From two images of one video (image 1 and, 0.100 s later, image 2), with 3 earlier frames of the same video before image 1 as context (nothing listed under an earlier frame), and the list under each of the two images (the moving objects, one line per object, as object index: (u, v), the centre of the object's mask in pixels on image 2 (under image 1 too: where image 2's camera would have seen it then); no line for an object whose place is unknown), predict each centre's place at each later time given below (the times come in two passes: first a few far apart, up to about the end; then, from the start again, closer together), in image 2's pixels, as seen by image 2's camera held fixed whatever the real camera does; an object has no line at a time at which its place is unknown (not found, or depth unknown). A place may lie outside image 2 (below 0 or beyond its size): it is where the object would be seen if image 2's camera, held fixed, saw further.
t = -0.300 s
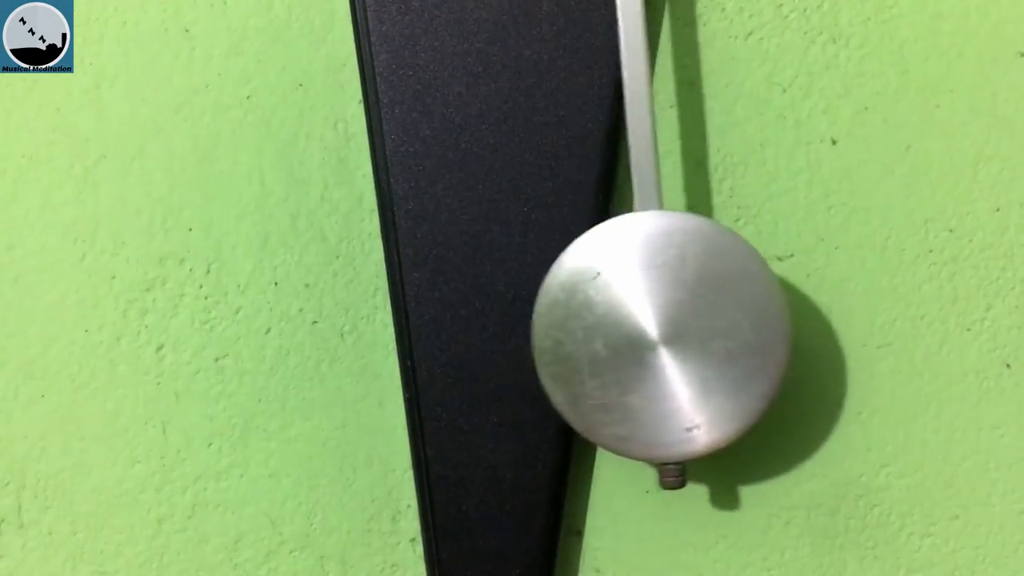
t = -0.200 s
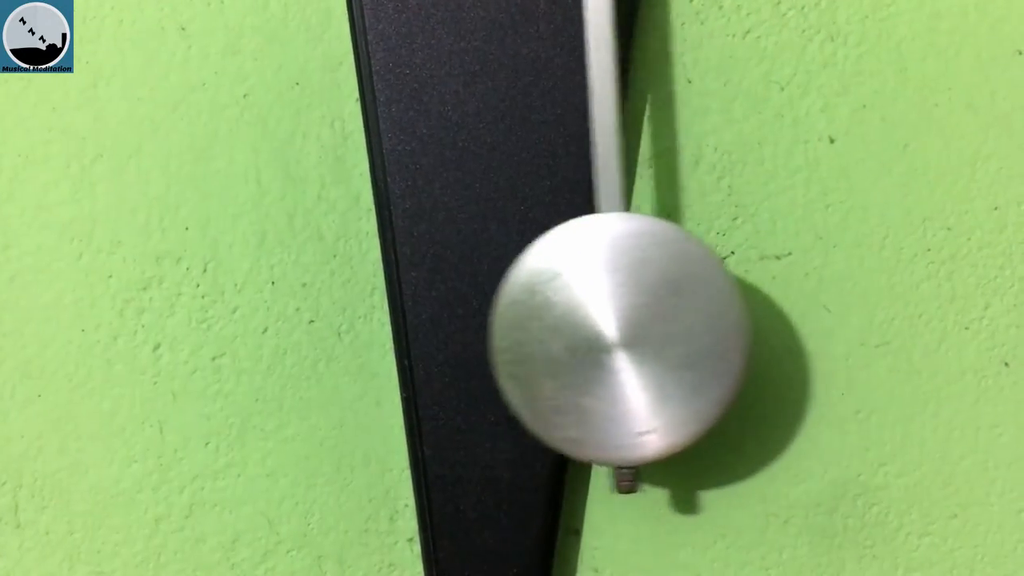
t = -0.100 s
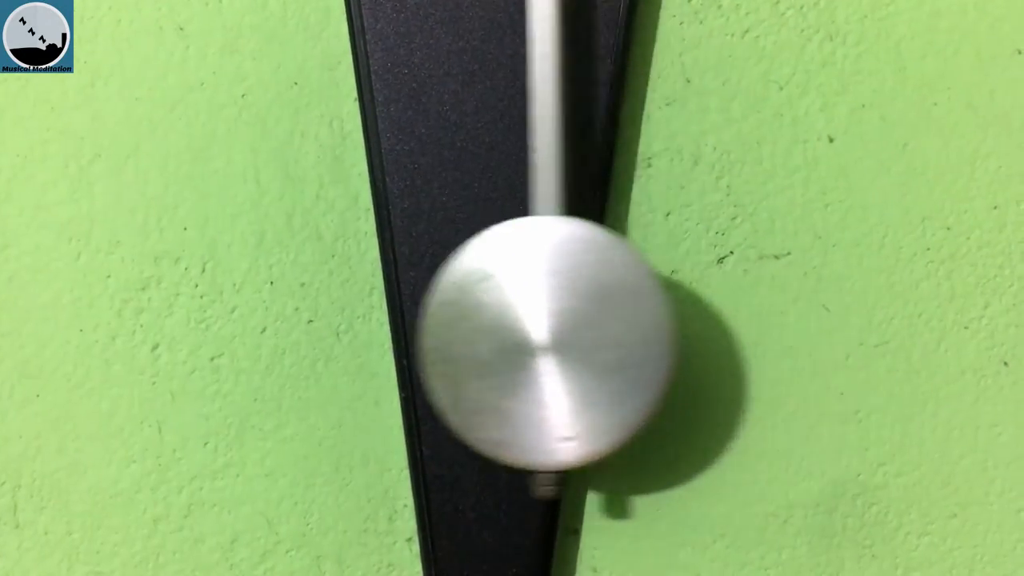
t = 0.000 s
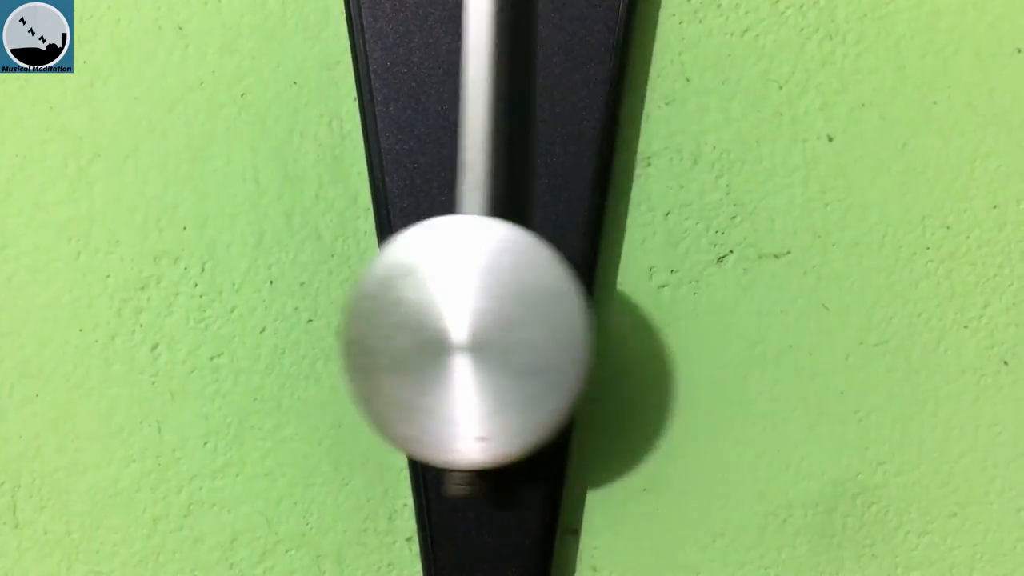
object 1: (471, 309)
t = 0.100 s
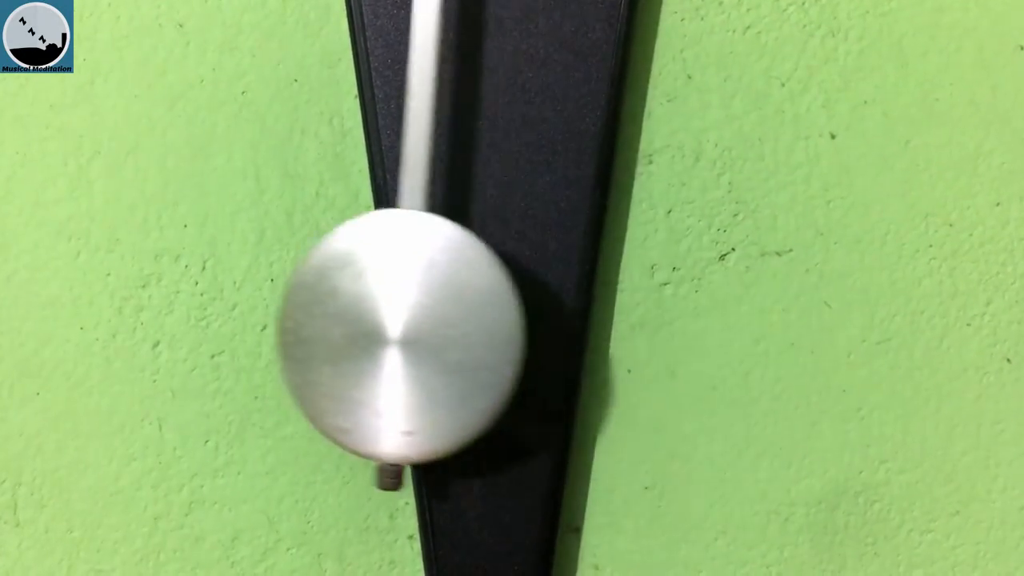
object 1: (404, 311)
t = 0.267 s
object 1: (368, 310)
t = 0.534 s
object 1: (514, 311)
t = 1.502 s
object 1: (379, 313)
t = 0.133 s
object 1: (387, 311)
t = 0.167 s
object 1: (375, 311)
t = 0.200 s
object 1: (368, 311)
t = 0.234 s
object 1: (366, 310)
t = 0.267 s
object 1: (368, 310)
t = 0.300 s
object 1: (374, 310)
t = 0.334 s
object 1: (386, 310)
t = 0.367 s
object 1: (401, 309)
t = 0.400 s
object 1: (420, 308)
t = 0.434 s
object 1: (442, 309)
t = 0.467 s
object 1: (465, 311)
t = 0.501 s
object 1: (489, 311)
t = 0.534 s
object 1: (514, 311)
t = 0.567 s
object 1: (539, 313)
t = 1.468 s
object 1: (369, 313)
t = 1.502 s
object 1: (379, 313)
